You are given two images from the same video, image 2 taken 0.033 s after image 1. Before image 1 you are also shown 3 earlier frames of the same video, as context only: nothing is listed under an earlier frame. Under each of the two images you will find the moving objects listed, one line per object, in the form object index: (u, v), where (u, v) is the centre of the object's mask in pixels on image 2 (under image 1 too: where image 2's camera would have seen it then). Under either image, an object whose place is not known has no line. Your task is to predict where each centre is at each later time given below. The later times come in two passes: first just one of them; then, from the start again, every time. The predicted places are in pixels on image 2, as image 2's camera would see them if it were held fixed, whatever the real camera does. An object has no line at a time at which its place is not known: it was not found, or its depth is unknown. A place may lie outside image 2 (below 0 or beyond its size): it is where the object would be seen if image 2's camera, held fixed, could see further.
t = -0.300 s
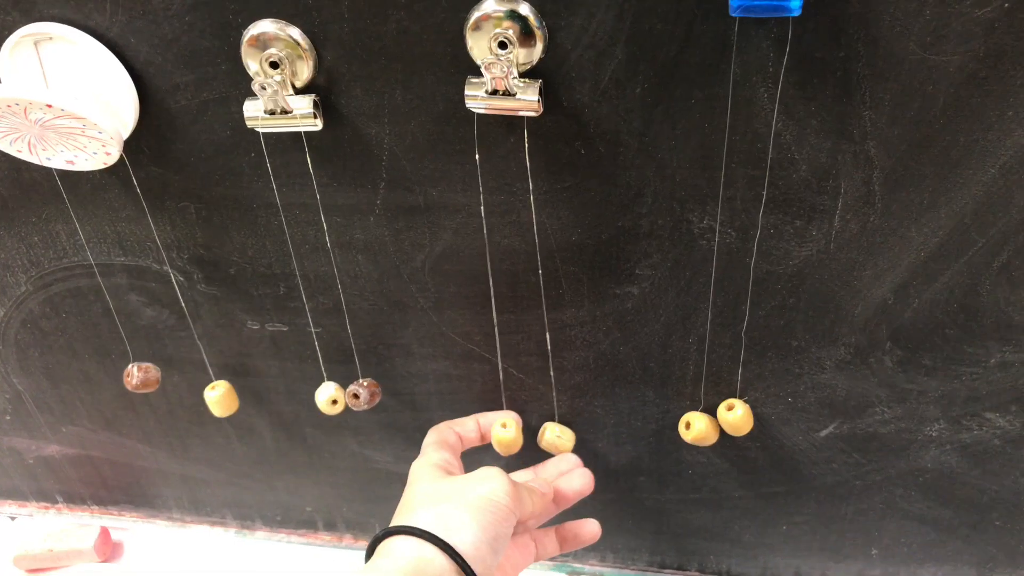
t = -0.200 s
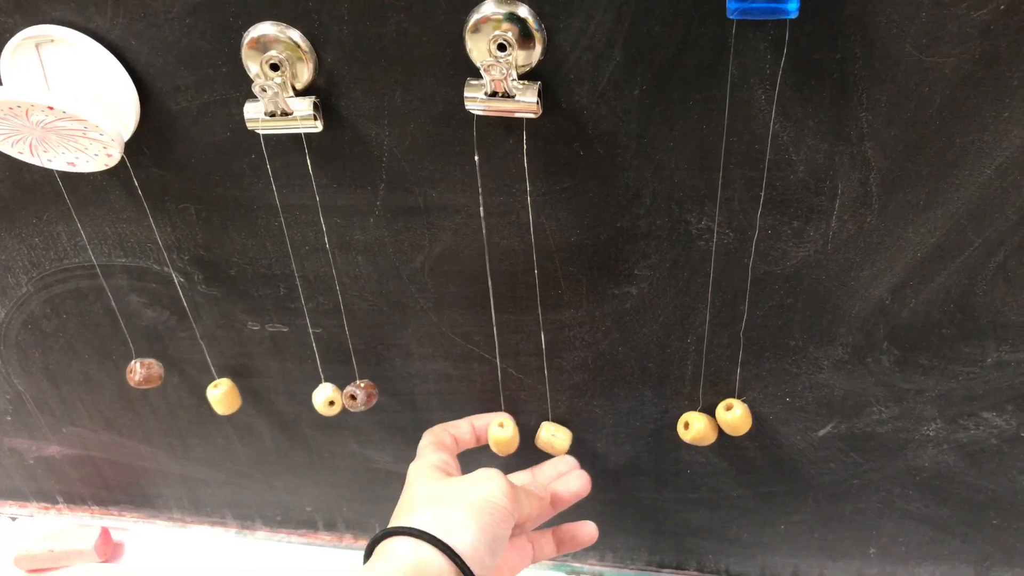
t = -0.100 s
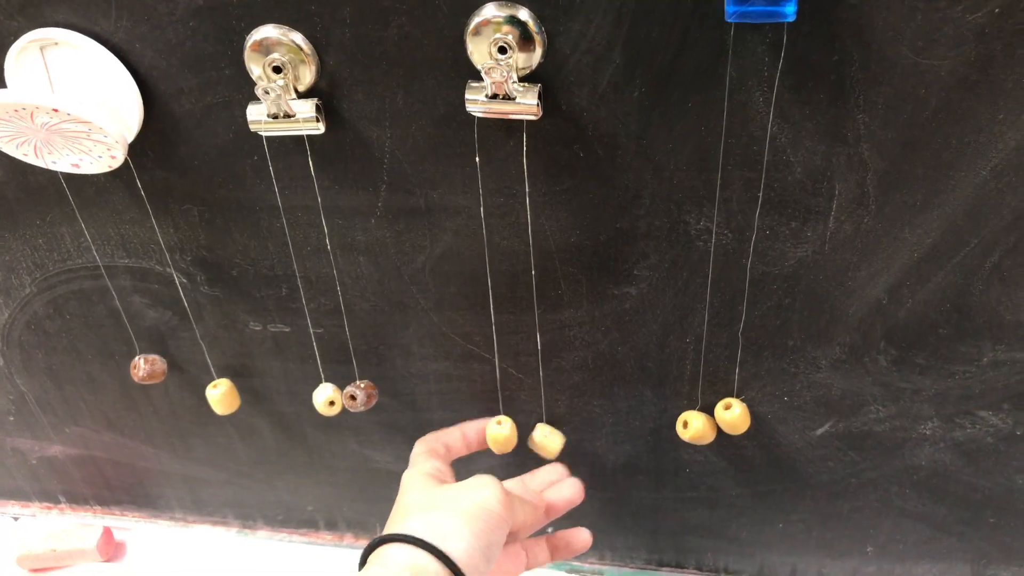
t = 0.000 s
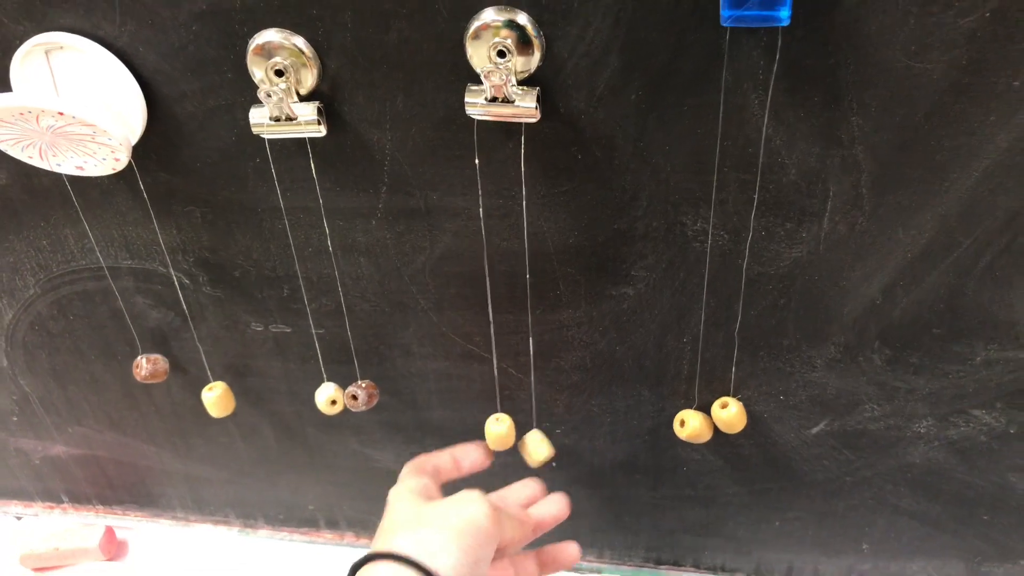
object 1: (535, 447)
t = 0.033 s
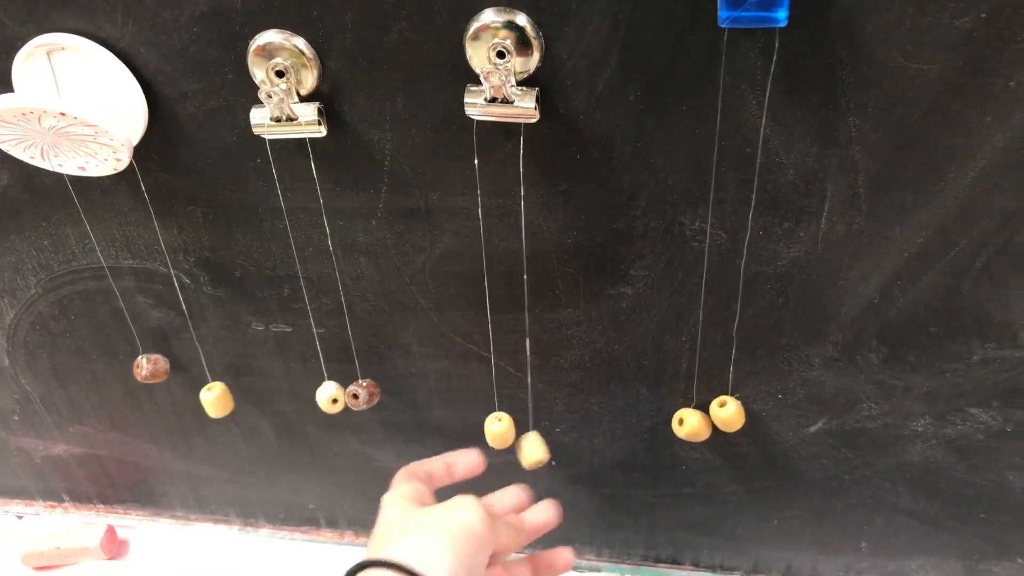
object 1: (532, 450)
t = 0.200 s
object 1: (524, 463)
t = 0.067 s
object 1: (529, 454)
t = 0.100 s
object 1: (527, 457)
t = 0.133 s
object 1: (525, 460)
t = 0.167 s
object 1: (524, 462)
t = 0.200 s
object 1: (524, 463)
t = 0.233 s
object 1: (524, 464)
